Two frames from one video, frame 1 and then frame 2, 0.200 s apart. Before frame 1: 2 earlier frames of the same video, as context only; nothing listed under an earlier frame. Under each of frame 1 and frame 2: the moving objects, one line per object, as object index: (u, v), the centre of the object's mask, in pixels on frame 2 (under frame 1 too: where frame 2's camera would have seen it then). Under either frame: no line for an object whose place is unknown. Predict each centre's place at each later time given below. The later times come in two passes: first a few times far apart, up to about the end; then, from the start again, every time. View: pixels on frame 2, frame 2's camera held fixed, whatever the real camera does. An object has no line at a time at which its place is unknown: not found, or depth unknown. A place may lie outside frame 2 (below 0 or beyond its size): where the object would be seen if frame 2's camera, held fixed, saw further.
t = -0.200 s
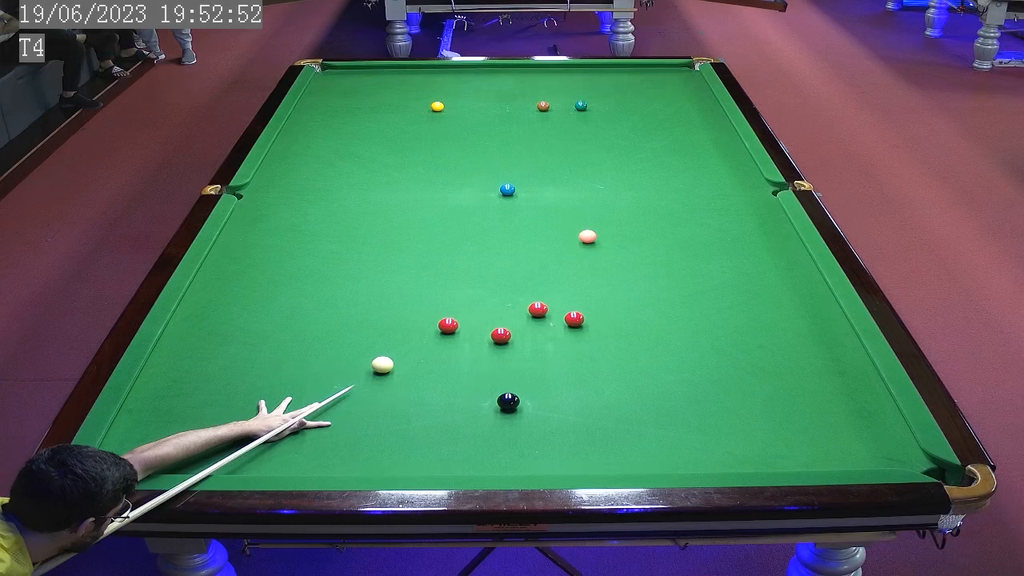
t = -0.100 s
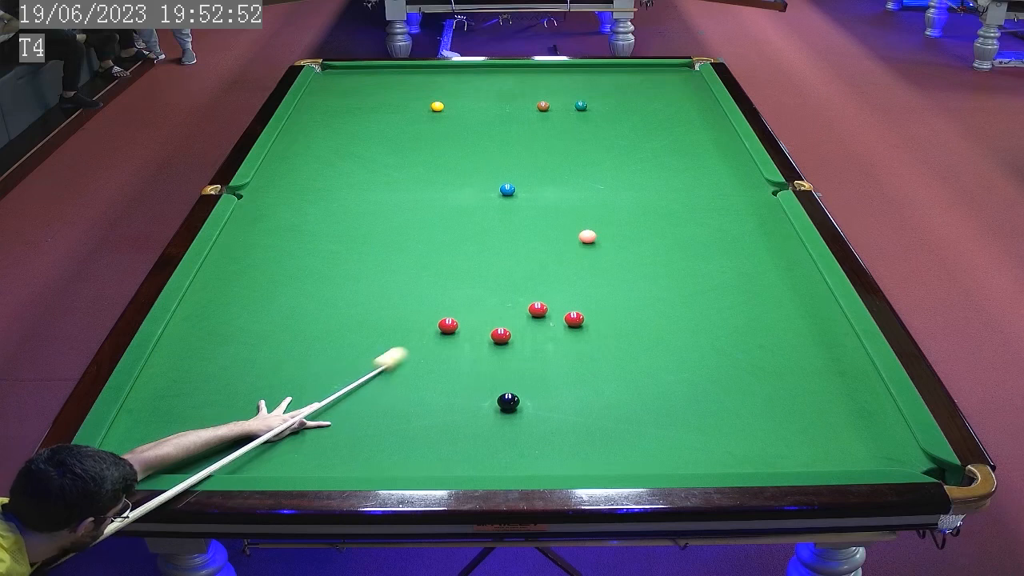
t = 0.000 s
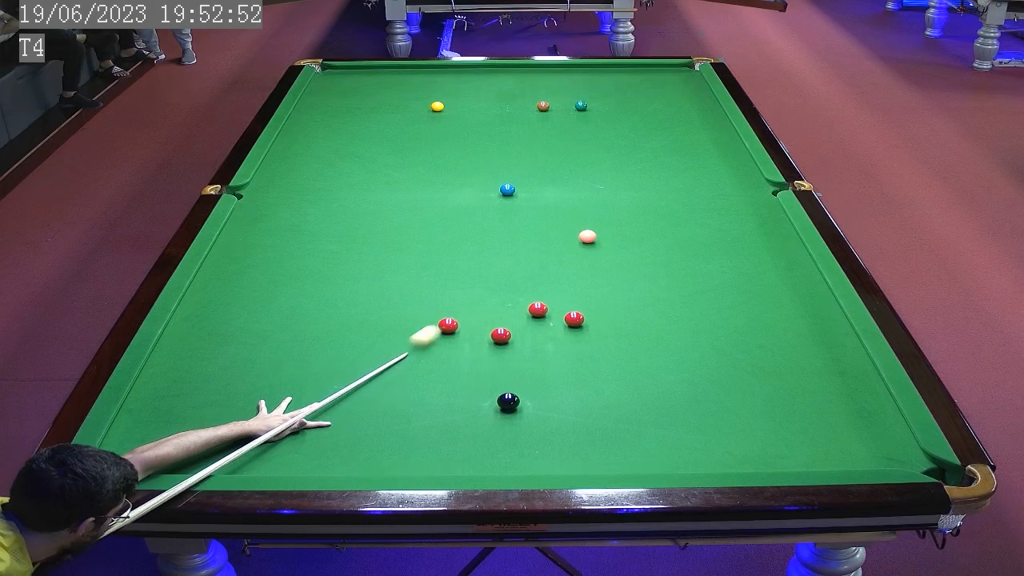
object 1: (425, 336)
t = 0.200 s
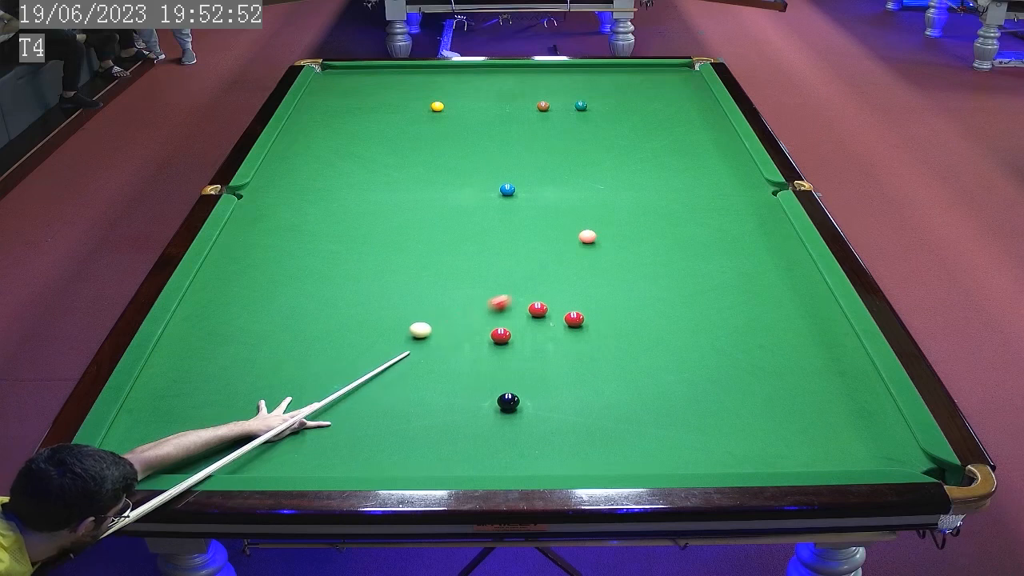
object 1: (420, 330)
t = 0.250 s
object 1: (417, 330)
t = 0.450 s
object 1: (403, 330)
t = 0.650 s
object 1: (391, 330)
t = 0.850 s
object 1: (380, 330)
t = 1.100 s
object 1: (368, 331)
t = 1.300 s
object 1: (360, 331)
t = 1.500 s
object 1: (353, 332)
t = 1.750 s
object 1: (346, 333)
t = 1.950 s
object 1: (342, 333)
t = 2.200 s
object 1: (339, 334)
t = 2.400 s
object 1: (338, 335)
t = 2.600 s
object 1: (337, 335)
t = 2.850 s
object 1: (337, 334)
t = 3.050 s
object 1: (337, 334)
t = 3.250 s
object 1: (337, 334)
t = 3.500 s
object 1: (337, 334)
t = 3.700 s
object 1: (337, 334)
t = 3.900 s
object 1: (337, 334)
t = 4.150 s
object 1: (337, 334)
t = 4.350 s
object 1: (337, 334)
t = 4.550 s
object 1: (337, 334)
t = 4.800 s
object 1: (337, 334)
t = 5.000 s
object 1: (337, 334)
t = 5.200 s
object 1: (337, 334)
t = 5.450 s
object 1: (338, 334)
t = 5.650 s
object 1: (338, 334)
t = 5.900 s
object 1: (338, 334)
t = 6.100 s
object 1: (338, 334)
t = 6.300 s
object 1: (338, 334)
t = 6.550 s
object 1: (338, 334)
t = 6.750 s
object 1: (338, 334)
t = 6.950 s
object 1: (338, 334)
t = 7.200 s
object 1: (338, 334)
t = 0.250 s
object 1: (417, 330)
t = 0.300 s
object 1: (413, 330)
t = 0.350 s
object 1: (410, 330)
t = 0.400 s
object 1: (406, 330)
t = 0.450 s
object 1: (403, 330)
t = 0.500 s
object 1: (400, 330)
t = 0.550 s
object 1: (397, 330)
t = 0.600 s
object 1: (394, 330)
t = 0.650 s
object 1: (391, 330)
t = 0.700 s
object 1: (388, 330)
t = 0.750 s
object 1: (385, 330)
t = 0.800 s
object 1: (382, 330)
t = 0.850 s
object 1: (380, 330)
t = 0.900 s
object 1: (377, 330)
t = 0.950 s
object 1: (375, 330)
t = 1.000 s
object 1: (372, 330)
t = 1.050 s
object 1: (370, 331)
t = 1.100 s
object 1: (368, 331)
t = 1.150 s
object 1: (366, 331)
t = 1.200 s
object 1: (364, 331)
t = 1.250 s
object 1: (362, 331)
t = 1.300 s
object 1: (360, 331)
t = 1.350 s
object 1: (358, 331)
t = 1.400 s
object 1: (356, 332)
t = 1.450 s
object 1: (355, 332)
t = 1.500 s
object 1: (353, 332)
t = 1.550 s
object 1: (352, 332)
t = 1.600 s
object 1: (350, 332)
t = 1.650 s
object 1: (349, 332)
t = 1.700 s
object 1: (348, 332)
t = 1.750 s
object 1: (346, 333)
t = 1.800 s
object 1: (345, 333)
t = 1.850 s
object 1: (344, 333)
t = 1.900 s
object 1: (343, 333)
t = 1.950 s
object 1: (342, 333)
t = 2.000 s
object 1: (342, 334)
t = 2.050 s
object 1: (341, 334)
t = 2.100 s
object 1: (340, 334)
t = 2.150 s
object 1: (340, 334)
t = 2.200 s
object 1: (339, 334)
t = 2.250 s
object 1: (339, 334)
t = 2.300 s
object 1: (338, 334)
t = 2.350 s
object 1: (338, 334)
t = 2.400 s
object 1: (338, 335)
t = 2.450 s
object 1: (337, 335)
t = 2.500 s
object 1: (337, 335)
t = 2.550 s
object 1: (337, 335)
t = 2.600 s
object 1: (337, 335)
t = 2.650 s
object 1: (337, 335)
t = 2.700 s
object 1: (337, 335)
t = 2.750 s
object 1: (337, 334)
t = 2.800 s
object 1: (337, 334)
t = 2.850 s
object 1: (337, 334)
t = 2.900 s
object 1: (337, 334)
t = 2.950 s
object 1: (337, 334)
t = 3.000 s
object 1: (337, 334)
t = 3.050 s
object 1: (337, 334)
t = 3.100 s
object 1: (337, 334)
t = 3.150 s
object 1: (337, 334)
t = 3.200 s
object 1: (337, 334)
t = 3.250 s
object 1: (337, 334)
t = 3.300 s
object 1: (337, 334)
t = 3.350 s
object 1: (337, 334)
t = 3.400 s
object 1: (337, 334)
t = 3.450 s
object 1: (337, 334)
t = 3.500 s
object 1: (337, 334)
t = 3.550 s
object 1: (337, 334)
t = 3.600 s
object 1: (337, 334)
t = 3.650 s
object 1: (337, 334)
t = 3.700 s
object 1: (337, 334)
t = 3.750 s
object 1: (337, 334)
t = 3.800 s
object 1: (337, 334)
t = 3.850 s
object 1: (337, 334)
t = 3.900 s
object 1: (337, 334)
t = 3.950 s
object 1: (337, 334)
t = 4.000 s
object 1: (337, 334)
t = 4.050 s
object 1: (337, 334)
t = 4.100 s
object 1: (337, 334)
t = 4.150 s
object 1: (337, 334)
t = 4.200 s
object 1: (337, 334)
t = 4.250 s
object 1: (337, 334)
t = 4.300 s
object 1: (337, 334)
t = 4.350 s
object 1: (337, 334)
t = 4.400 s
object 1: (337, 334)
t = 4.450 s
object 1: (337, 334)
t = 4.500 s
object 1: (337, 334)
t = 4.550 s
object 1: (337, 334)
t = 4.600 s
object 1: (337, 334)
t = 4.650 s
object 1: (337, 334)
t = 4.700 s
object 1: (337, 334)
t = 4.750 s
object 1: (337, 334)
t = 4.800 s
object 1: (337, 334)
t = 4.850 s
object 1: (337, 334)
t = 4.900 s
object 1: (337, 334)
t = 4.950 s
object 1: (337, 334)
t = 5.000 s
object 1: (337, 334)
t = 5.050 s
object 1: (337, 334)
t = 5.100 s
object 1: (337, 334)
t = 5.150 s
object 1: (337, 334)
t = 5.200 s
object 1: (337, 334)
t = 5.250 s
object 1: (337, 334)
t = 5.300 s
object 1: (337, 334)
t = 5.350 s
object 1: (337, 334)
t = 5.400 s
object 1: (338, 334)
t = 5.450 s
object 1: (338, 334)
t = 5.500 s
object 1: (338, 334)
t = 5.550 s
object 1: (338, 334)
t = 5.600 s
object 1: (338, 334)
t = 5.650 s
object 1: (338, 334)
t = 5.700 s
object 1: (338, 334)
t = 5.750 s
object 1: (338, 334)
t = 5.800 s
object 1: (338, 334)
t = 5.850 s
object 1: (338, 334)
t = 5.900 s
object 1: (338, 334)
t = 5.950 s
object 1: (338, 334)
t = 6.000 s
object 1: (338, 334)
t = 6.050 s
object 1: (338, 334)
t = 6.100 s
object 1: (338, 334)
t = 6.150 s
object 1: (338, 334)
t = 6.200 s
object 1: (338, 334)
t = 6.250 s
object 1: (338, 334)
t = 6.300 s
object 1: (338, 334)
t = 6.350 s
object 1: (338, 334)
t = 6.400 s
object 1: (338, 334)
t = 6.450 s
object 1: (338, 334)
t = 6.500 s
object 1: (338, 334)
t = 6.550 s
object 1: (338, 334)
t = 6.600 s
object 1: (338, 334)
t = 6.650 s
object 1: (338, 334)
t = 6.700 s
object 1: (338, 334)
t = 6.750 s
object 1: (338, 334)
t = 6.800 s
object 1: (338, 334)
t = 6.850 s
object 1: (338, 334)
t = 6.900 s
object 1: (338, 334)
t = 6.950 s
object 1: (338, 334)
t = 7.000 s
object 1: (338, 334)
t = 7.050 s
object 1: (338, 334)
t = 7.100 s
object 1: (338, 334)
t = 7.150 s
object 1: (338, 334)
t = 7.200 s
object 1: (338, 334)
